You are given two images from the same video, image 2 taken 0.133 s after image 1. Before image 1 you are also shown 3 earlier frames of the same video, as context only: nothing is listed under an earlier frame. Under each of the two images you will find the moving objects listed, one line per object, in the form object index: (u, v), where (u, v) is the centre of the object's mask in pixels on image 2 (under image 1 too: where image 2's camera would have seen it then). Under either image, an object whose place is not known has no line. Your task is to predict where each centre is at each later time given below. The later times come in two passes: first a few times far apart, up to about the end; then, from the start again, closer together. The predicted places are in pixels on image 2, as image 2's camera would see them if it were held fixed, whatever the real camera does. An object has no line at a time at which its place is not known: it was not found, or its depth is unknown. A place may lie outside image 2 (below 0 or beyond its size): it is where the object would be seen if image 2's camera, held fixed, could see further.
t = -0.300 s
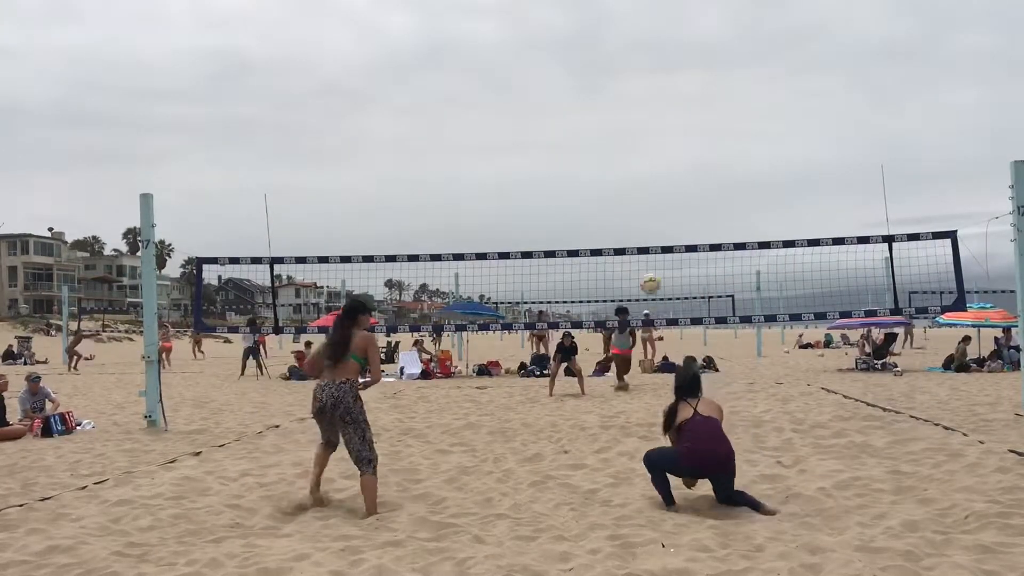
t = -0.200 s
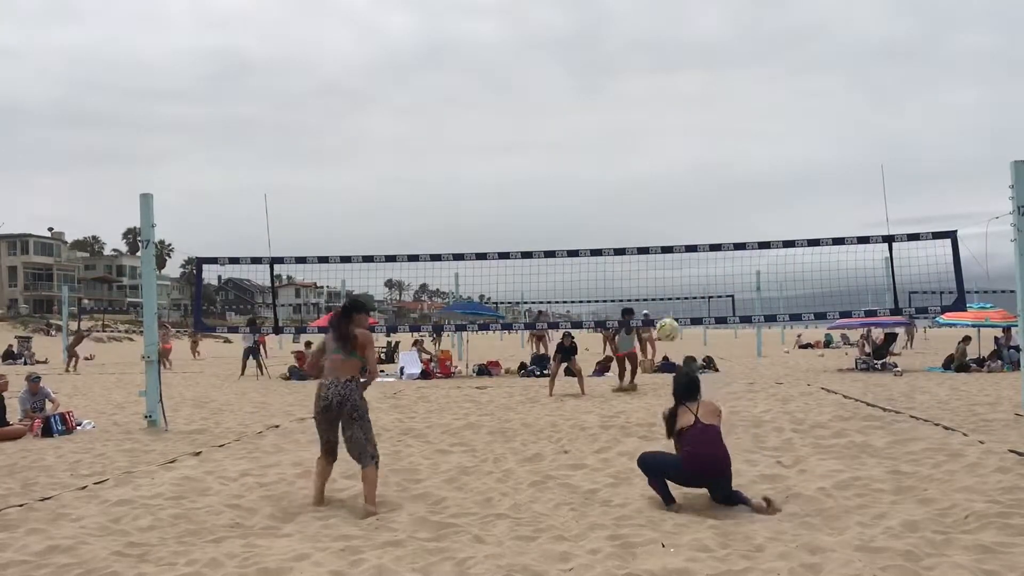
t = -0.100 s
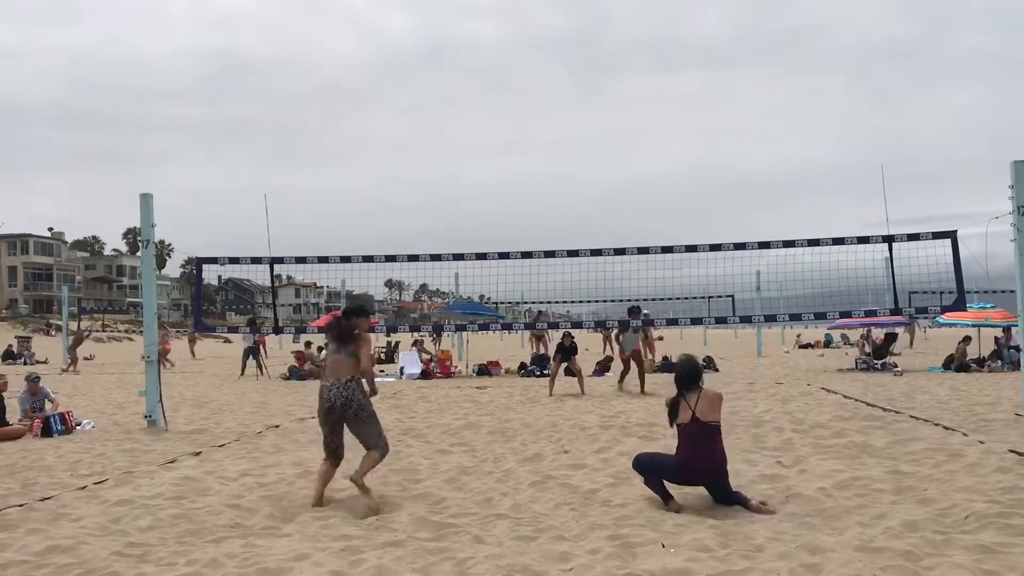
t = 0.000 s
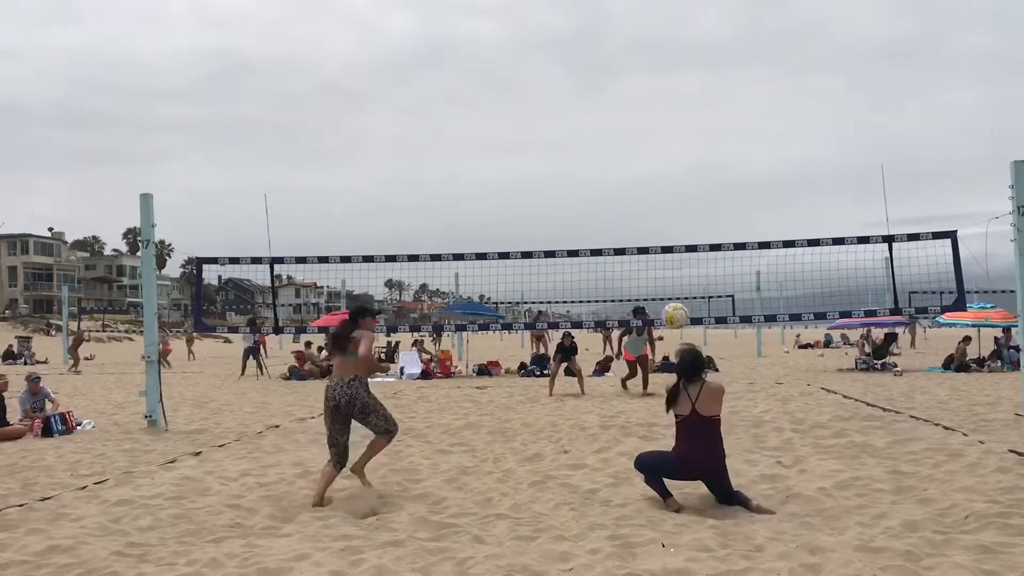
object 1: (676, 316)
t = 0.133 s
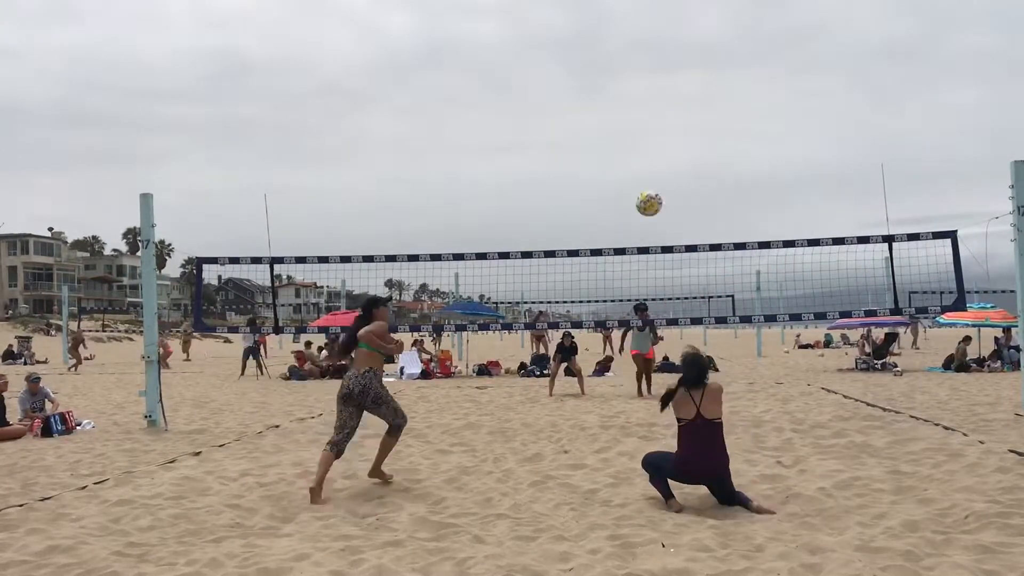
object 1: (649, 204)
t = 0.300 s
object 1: (619, 102)
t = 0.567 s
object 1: (576, 14)
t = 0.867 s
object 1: (535, 13)
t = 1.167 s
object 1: (500, 97)
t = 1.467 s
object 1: (471, 253)
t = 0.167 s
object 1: (643, 180)
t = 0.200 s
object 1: (637, 157)
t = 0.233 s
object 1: (632, 136)
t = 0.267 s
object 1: (625, 117)
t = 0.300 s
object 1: (619, 102)
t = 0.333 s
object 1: (613, 86)
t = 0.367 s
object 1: (608, 71)
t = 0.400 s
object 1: (602, 59)
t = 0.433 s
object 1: (597, 47)
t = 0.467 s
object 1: (592, 37)
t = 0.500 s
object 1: (586, 28)
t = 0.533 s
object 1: (581, 20)
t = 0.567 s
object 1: (576, 14)
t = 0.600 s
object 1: (571, 10)
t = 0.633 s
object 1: (566, 8)
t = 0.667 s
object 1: (561, 7)
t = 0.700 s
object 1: (557, 6)
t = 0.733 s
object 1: (552, 6)
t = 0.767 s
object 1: (548, 6)
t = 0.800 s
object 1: (543, 8)
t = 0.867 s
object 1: (535, 13)
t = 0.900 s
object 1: (531, 18)
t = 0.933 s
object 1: (527, 24)
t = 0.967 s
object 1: (523, 32)
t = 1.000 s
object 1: (519, 40)
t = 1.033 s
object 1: (515, 49)
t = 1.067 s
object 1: (511, 59)
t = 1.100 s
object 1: (507, 71)
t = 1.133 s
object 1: (504, 83)
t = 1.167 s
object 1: (500, 97)
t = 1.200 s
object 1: (497, 111)
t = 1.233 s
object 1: (494, 126)
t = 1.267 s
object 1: (490, 142)
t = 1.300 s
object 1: (487, 158)
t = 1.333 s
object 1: (484, 175)
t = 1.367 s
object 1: (480, 194)
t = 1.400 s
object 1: (477, 213)
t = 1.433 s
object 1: (475, 231)
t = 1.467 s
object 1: (471, 253)
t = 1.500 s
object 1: (468, 274)
